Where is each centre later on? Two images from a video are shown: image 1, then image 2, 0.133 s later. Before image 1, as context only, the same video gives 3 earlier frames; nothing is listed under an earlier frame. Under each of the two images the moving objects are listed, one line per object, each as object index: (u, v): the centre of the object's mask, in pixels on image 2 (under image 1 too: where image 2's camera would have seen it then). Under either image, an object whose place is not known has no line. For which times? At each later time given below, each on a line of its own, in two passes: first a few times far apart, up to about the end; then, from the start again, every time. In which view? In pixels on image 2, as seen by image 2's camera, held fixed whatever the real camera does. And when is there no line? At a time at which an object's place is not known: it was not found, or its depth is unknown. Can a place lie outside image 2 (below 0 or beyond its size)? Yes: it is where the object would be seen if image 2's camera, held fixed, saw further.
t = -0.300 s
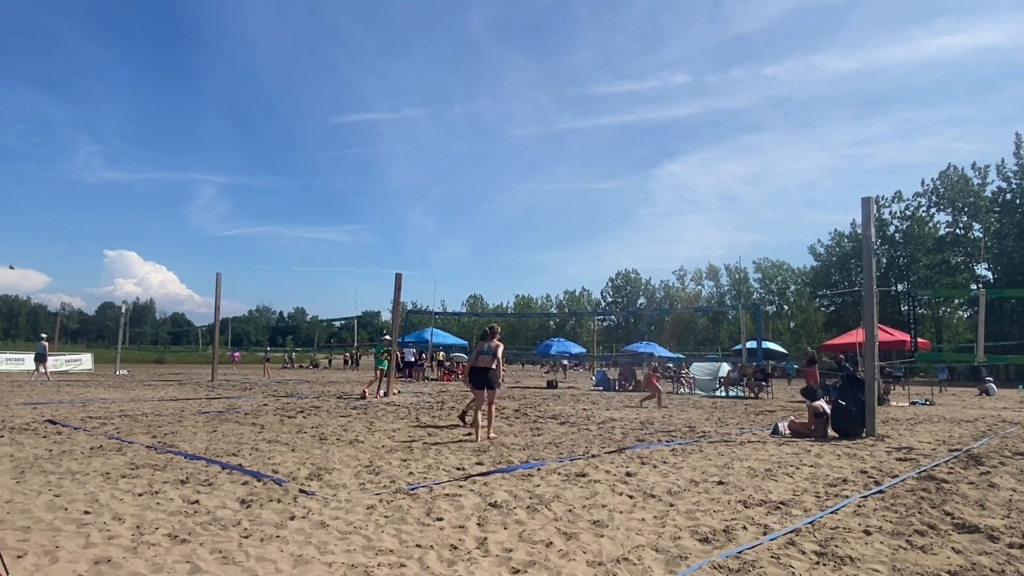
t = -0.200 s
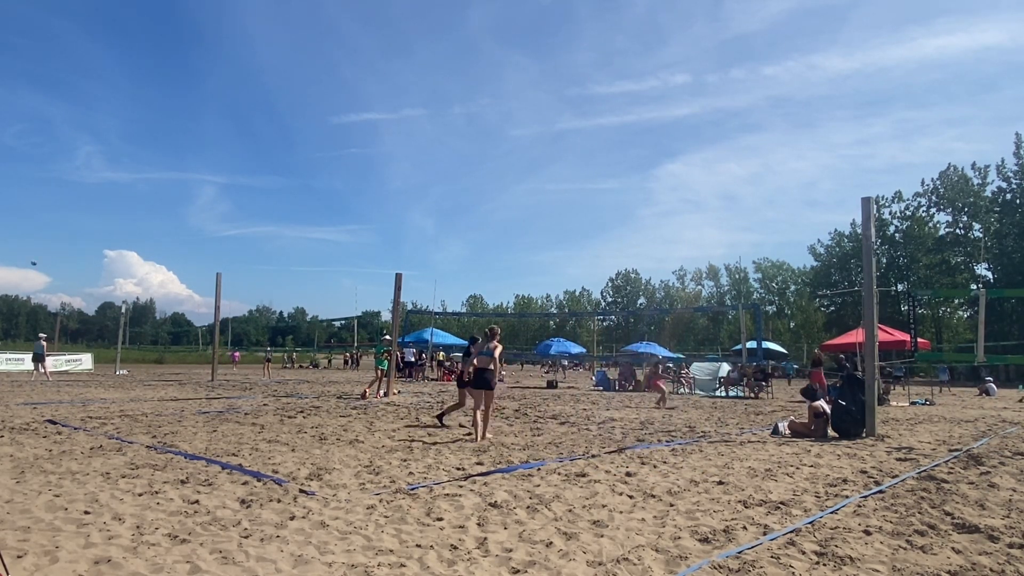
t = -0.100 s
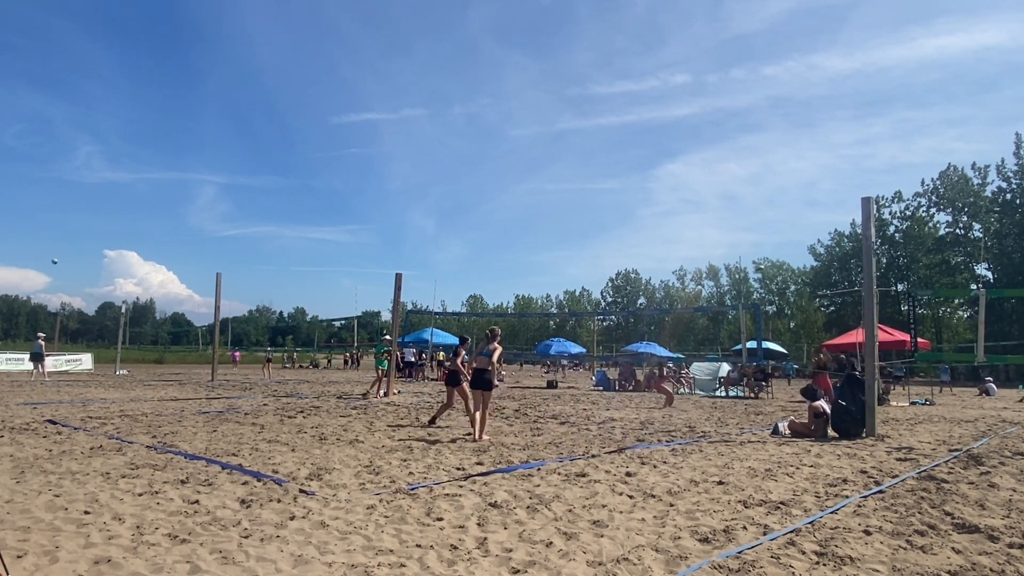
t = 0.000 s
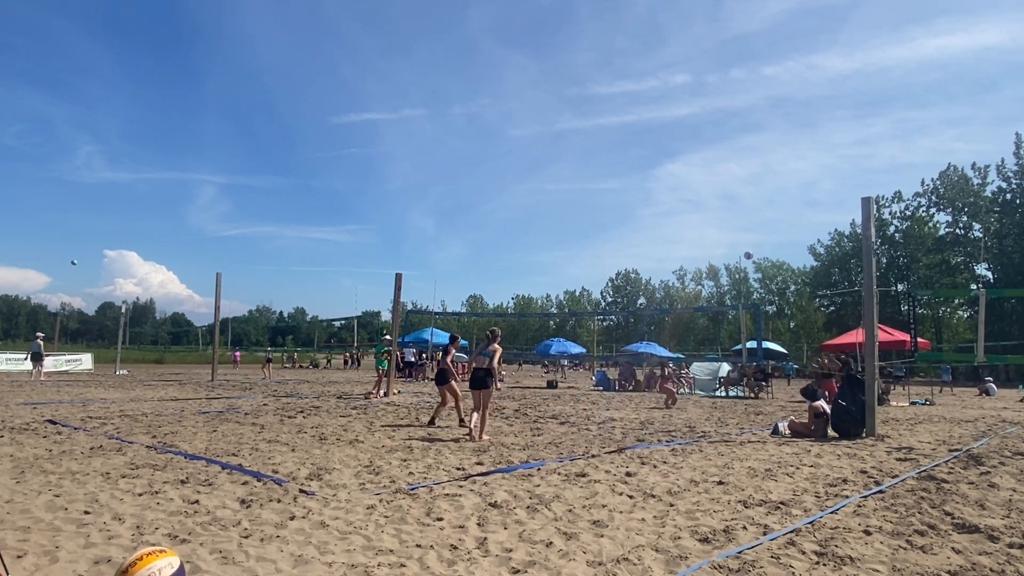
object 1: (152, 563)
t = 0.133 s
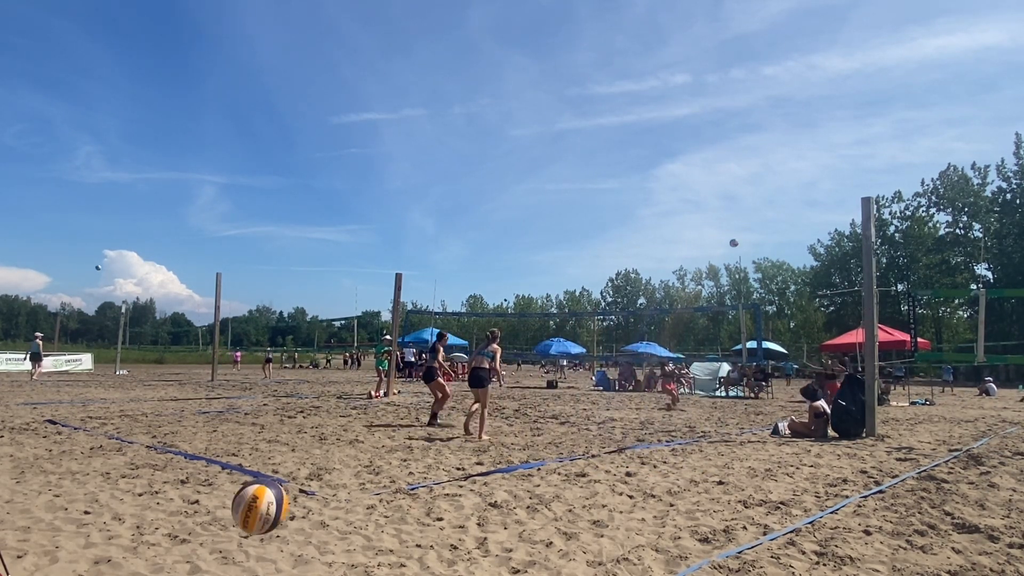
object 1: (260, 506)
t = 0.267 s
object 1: (333, 491)
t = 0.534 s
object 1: (418, 510)
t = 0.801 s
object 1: (458, 478)
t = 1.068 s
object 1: (481, 468)
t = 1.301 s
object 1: (498, 458)
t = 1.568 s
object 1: (507, 449)
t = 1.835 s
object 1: (511, 443)
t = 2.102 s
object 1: (514, 443)
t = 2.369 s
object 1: (509, 439)
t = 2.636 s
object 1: (497, 438)
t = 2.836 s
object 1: (489, 435)
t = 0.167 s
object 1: (281, 498)
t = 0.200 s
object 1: (300, 494)
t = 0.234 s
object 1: (317, 491)
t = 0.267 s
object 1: (333, 491)
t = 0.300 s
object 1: (347, 494)
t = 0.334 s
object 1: (361, 499)
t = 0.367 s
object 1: (373, 505)
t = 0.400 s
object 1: (384, 513)
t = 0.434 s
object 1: (395, 523)
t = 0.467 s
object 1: (403, 526)
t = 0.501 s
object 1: (411, 516)
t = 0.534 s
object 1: (418, 510)
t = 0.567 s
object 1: (424, 506)
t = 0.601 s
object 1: (430, 502)
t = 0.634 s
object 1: (435, 499)
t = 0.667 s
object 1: (440, 491)
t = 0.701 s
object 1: (445, 485)
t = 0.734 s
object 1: (449, 481)
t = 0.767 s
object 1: (453, 478)
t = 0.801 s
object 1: (458, 478)
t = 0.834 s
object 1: (461, 479)
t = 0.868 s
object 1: (465, 480)
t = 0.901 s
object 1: (469, 480)
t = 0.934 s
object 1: (471, 476)
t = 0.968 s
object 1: (474, 472)
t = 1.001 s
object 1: (476, 470)
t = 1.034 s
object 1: (478, 469)
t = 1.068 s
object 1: (481, 468)
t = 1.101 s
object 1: (483, 466)
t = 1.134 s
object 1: (485, 464)
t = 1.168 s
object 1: (488, 463)
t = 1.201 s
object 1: (491, 462)
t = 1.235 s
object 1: (493, 461)
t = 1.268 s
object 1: (495, 460)
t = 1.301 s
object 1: (498, 458)
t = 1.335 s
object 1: (499, 457)
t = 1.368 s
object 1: (501, 456)
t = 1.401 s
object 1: (503, 455)
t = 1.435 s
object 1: (503, 455)
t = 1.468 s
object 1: (505, 453)
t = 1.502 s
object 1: (505, 452)
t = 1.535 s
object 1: (507, 451)
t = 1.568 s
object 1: (507, 449)
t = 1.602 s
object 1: (508, 446)
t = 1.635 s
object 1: (509, 445)
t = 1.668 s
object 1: (509, 445)
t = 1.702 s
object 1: (510, 445)
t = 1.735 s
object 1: (510, 447)
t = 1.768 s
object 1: (511, 446)
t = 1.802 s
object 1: (511, 444)
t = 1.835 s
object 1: (511, 443)
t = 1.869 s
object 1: (511, 442)
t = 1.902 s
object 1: (512, 442)
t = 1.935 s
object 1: (512, 442)
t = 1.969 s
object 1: (512, 442)
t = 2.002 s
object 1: (513, 442)
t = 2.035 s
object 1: (513, 442)
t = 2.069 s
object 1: (513, 442)
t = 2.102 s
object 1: (514, 443)
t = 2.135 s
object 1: (514, 442)
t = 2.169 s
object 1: (513, 442)
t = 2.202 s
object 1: (513, 441)
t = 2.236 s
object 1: (512, 441)
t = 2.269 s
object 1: (511, 440)
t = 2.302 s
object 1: (511, 440)
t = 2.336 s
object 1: (510, 440)
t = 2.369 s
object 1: (509, 439)
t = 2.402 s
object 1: (508, 438)
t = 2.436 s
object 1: (507, 438)
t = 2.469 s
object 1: (505, 438)
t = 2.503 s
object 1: (504, 439)
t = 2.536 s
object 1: (503, 438)
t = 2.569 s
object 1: (501, 438)
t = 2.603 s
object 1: (499, 438)
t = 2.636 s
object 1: (497, 438)
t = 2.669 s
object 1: (496, 437)
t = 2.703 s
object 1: (494, 437)
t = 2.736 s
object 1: (493, 436)
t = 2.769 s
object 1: (491, 435)
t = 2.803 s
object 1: (490, 435)
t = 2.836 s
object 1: (489, 435)
